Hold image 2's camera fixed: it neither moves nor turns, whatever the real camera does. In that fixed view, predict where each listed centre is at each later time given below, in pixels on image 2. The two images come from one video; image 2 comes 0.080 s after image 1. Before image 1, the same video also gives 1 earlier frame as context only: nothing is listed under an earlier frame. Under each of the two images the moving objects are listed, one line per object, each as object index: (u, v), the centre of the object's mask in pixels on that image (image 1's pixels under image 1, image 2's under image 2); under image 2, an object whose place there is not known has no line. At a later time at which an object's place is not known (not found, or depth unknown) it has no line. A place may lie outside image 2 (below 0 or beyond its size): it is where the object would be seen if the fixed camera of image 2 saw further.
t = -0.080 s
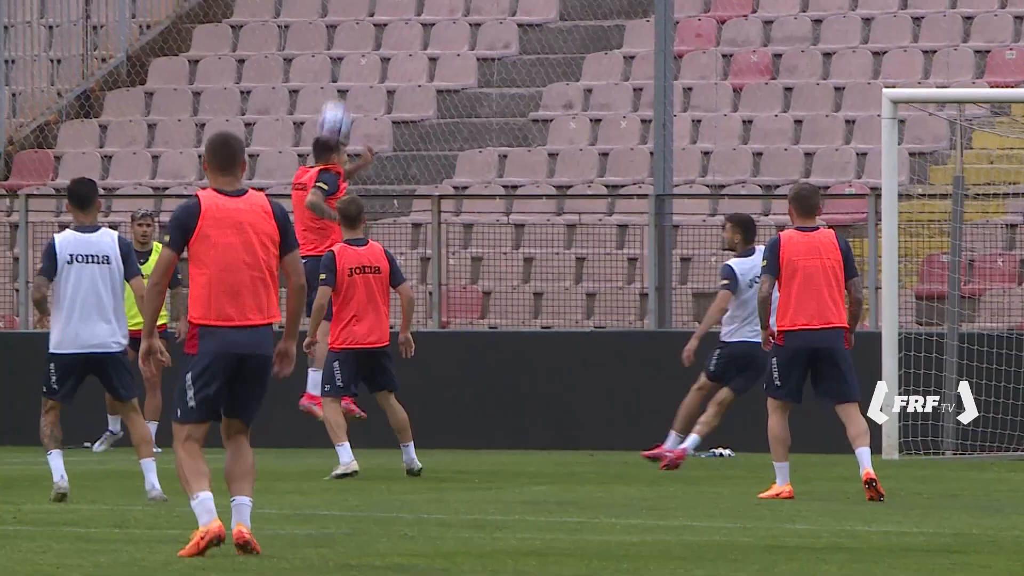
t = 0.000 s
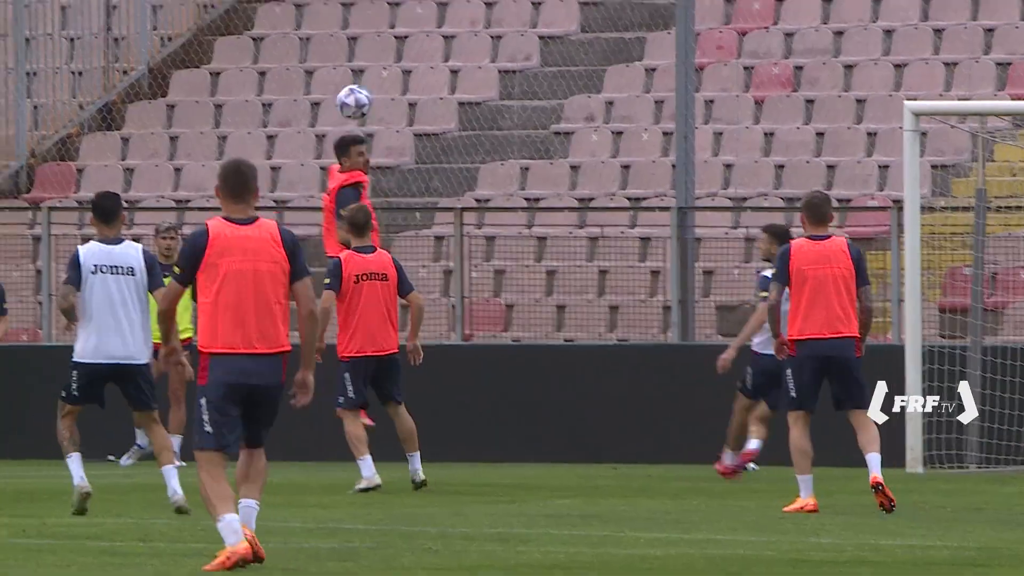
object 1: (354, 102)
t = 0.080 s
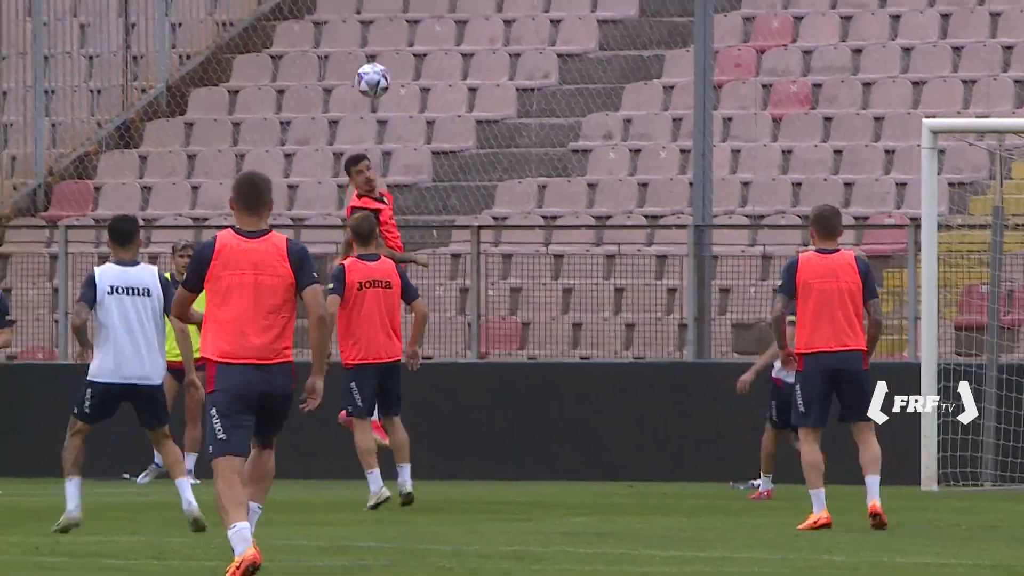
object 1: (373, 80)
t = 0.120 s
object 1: (374, 65)
